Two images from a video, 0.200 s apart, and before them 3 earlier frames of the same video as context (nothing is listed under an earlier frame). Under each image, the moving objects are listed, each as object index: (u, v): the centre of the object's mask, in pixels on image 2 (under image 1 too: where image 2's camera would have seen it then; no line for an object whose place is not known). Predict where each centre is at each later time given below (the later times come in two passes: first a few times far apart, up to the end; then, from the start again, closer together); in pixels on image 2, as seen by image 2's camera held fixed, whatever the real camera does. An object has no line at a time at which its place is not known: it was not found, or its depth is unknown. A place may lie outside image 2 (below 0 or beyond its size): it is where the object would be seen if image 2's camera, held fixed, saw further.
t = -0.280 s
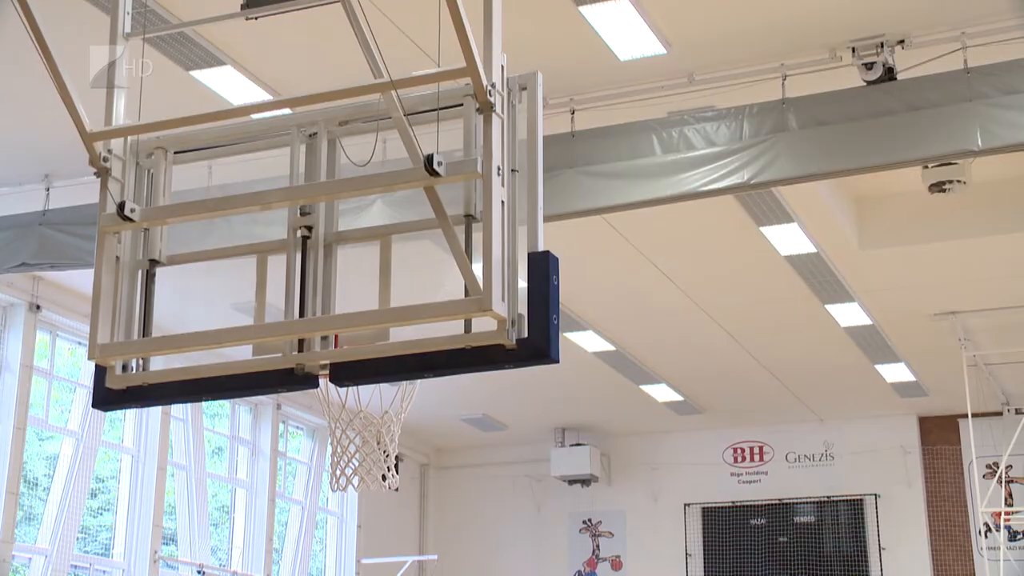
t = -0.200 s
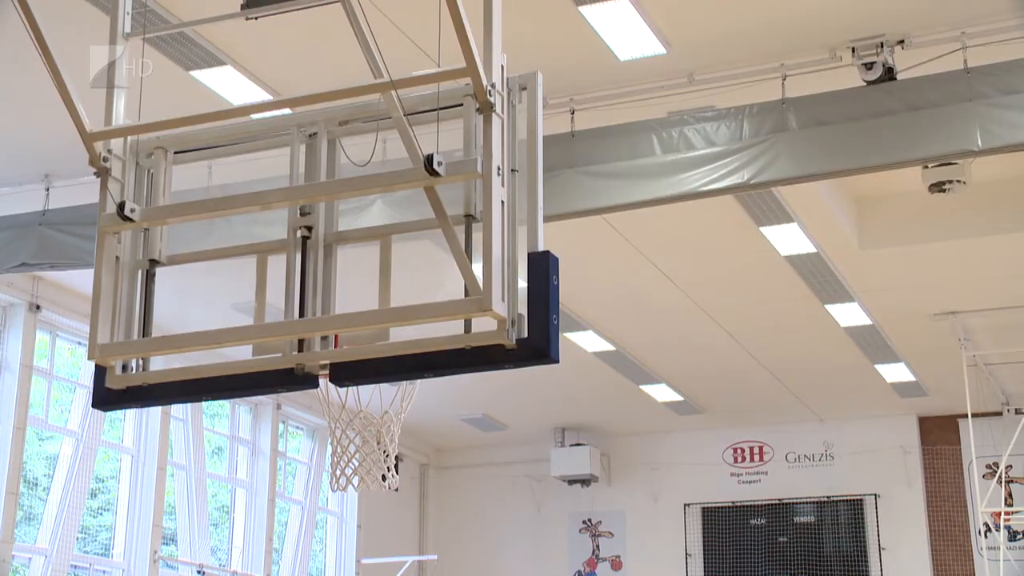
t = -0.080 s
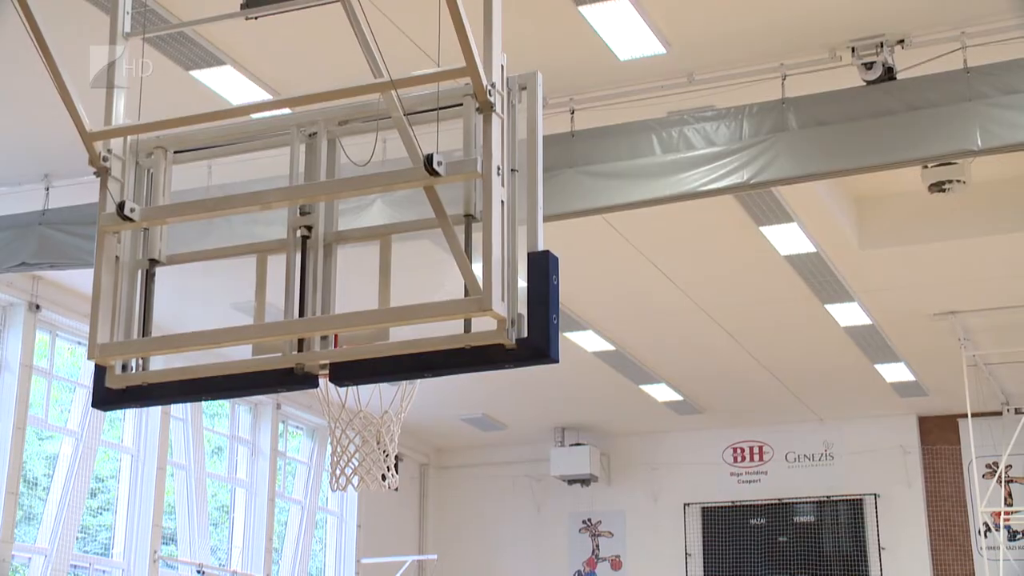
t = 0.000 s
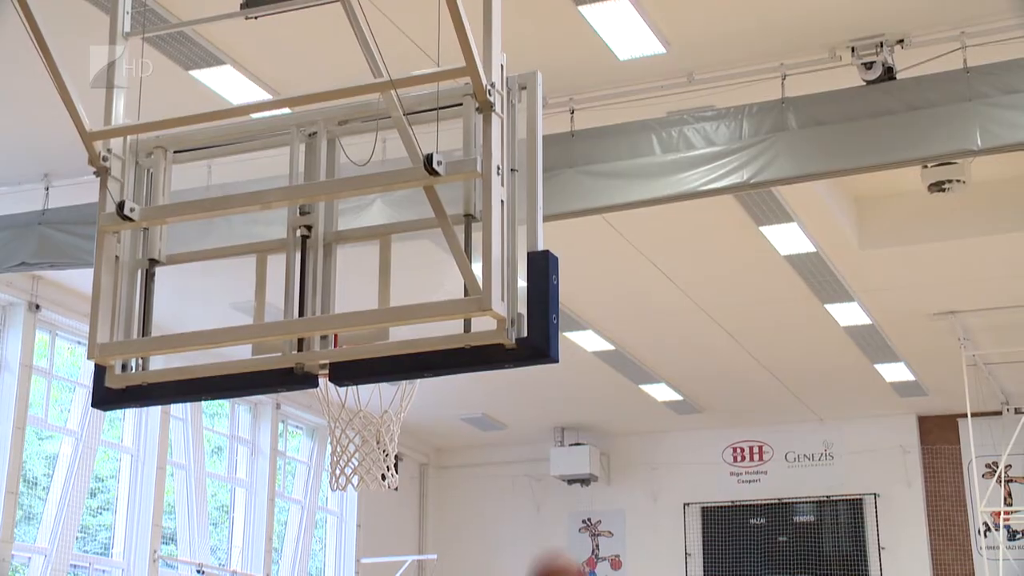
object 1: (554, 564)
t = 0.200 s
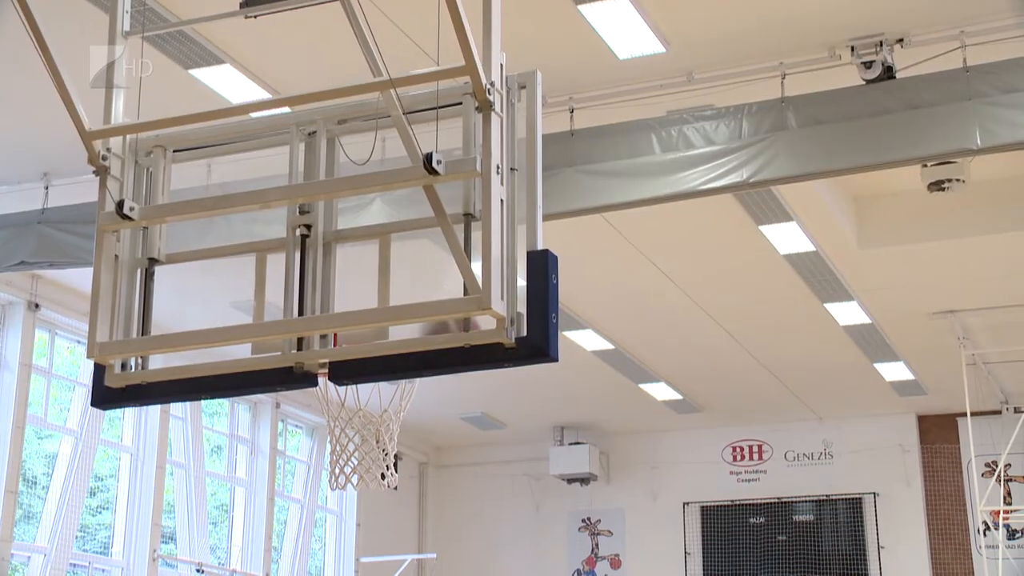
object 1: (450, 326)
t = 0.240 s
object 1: (430, 288)
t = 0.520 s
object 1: (411, 286)
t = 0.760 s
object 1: (357, 395)
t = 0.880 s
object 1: (325, 422)
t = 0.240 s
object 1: (430, 288)
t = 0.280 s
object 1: (428, 283)
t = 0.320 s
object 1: (424, 277)
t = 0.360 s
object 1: (421, 274)
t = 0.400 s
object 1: (418, 274)
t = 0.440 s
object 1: (416, 277)
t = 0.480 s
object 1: (413, 281)
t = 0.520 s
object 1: (411, 286)
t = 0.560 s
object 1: (408, 294)
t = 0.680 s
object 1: (392, 337)
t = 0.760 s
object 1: (357, 395)
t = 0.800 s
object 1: (339, 404)
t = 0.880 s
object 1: (325, 422)
